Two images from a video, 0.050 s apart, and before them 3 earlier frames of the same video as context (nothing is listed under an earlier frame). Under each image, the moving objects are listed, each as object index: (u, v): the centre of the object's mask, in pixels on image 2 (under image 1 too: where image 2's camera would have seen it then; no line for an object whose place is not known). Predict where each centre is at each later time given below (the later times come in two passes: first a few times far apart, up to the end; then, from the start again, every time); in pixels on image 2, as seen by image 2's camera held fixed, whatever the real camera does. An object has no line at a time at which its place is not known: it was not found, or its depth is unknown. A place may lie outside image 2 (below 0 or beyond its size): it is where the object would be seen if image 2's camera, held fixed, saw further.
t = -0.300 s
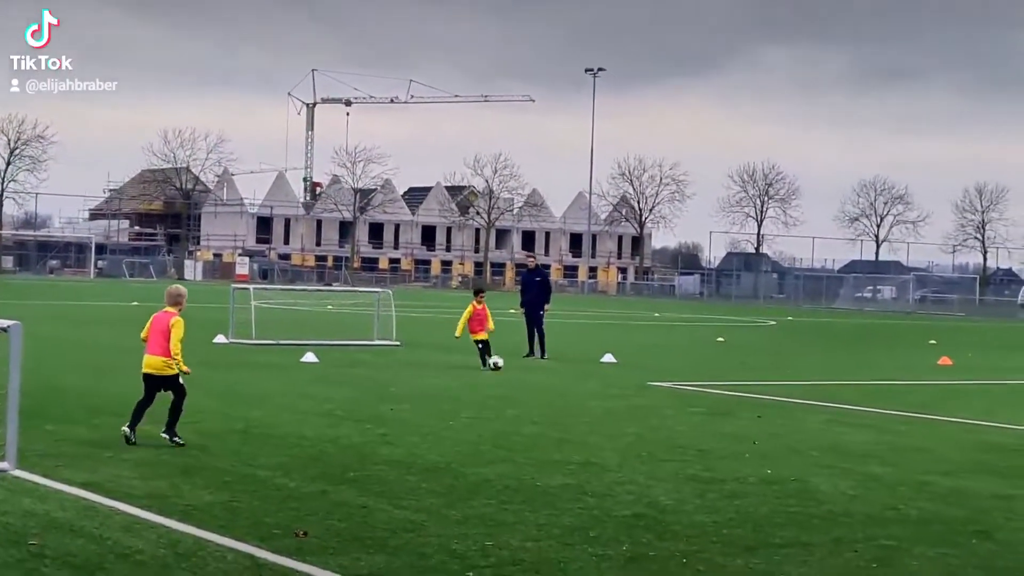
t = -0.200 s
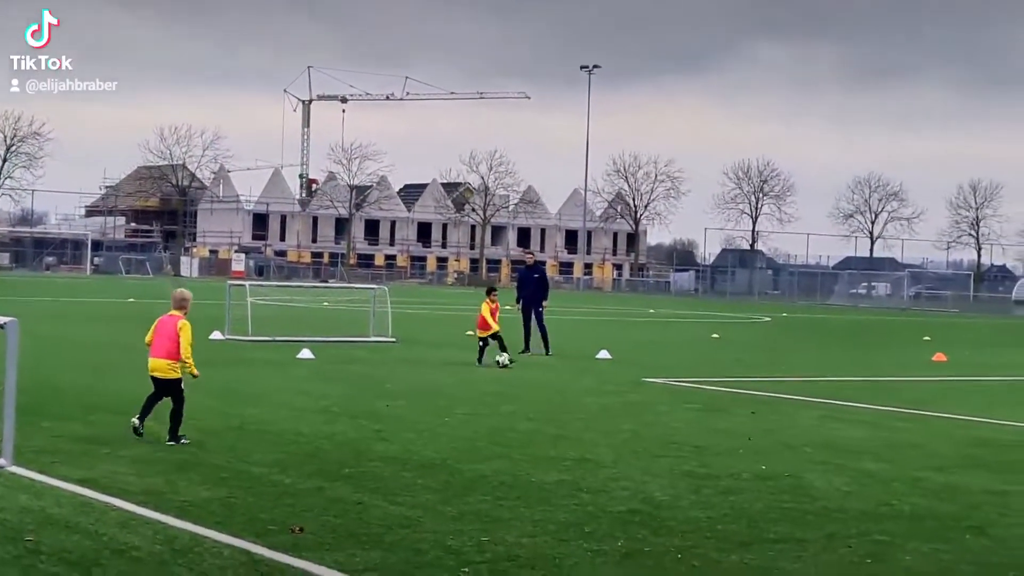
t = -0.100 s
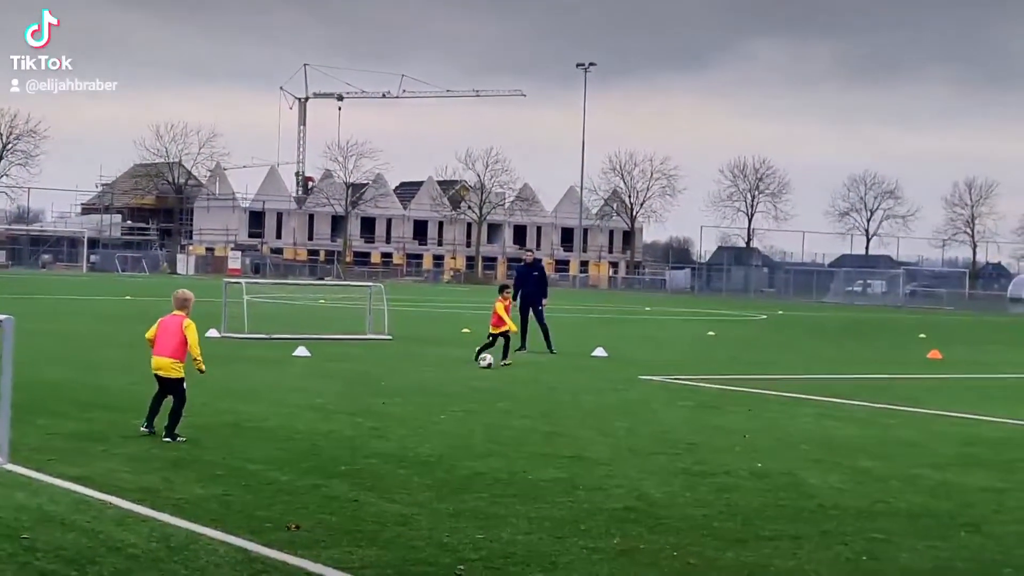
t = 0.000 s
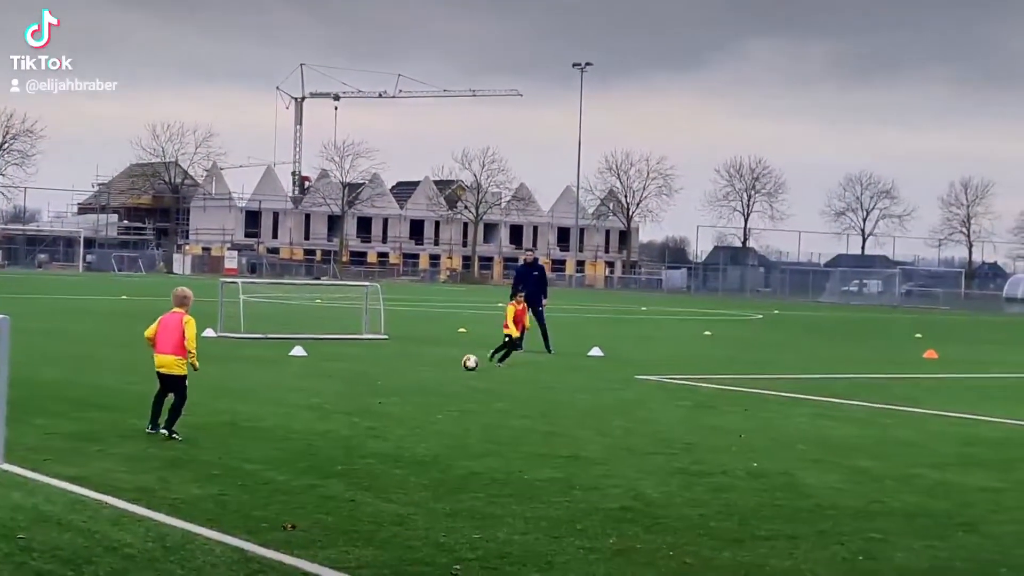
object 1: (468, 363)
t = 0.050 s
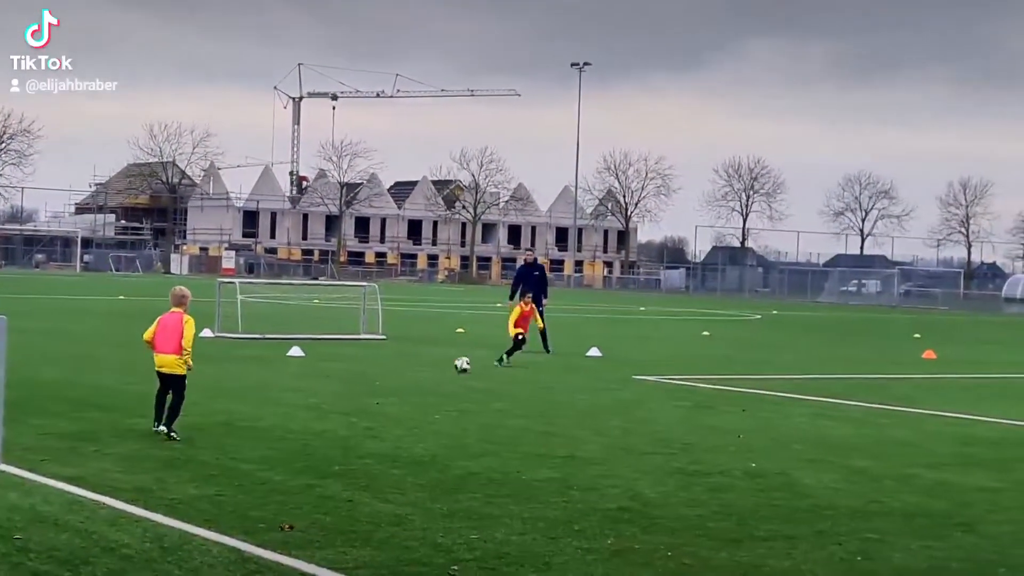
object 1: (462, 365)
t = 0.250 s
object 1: (441, 371)
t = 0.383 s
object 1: (428, 374)
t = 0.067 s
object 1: (461, 366)
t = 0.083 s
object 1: (458, 366)
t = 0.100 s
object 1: (457, 366)
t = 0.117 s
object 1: (455, 367)
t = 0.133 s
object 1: (453, 367)
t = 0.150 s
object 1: (452, 367)
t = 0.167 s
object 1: (449, 367)
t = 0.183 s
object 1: (448, 368)
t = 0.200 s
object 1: (446, 369)
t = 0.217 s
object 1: (445, 369)
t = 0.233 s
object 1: (442, 370)
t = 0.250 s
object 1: (441, 371)
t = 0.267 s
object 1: (439, 371)
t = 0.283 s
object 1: (437, 371)
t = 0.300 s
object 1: (436, 371)
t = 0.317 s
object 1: (434, 372)
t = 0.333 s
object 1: (432, 372)
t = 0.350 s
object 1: (430, 372)
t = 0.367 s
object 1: (429, 373)
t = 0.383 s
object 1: (428, 374)
